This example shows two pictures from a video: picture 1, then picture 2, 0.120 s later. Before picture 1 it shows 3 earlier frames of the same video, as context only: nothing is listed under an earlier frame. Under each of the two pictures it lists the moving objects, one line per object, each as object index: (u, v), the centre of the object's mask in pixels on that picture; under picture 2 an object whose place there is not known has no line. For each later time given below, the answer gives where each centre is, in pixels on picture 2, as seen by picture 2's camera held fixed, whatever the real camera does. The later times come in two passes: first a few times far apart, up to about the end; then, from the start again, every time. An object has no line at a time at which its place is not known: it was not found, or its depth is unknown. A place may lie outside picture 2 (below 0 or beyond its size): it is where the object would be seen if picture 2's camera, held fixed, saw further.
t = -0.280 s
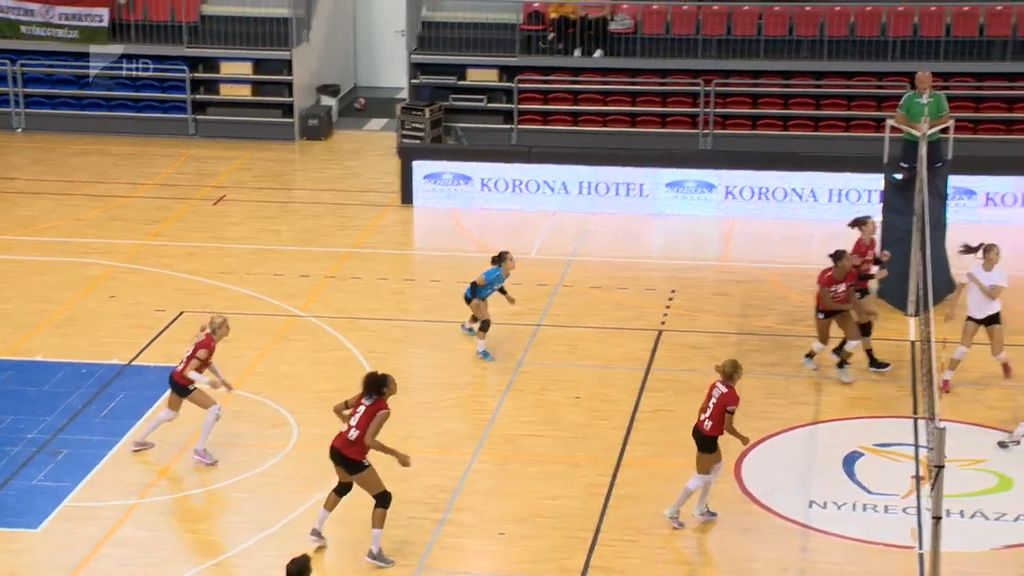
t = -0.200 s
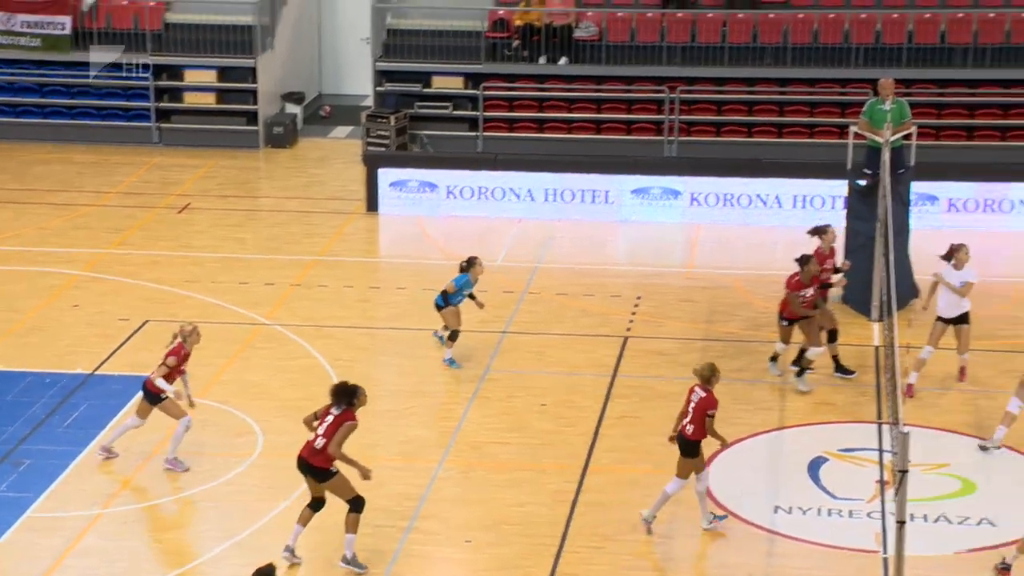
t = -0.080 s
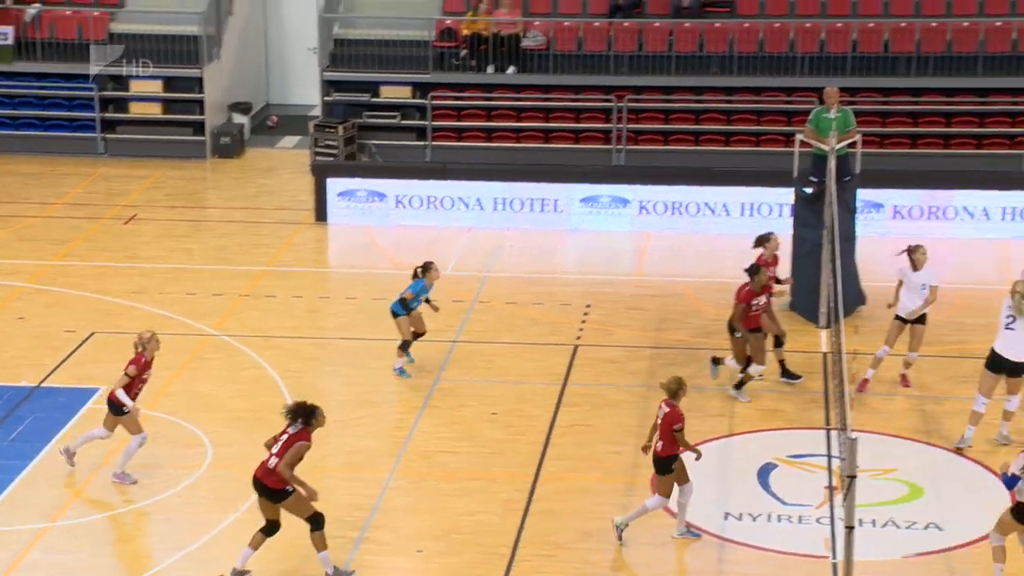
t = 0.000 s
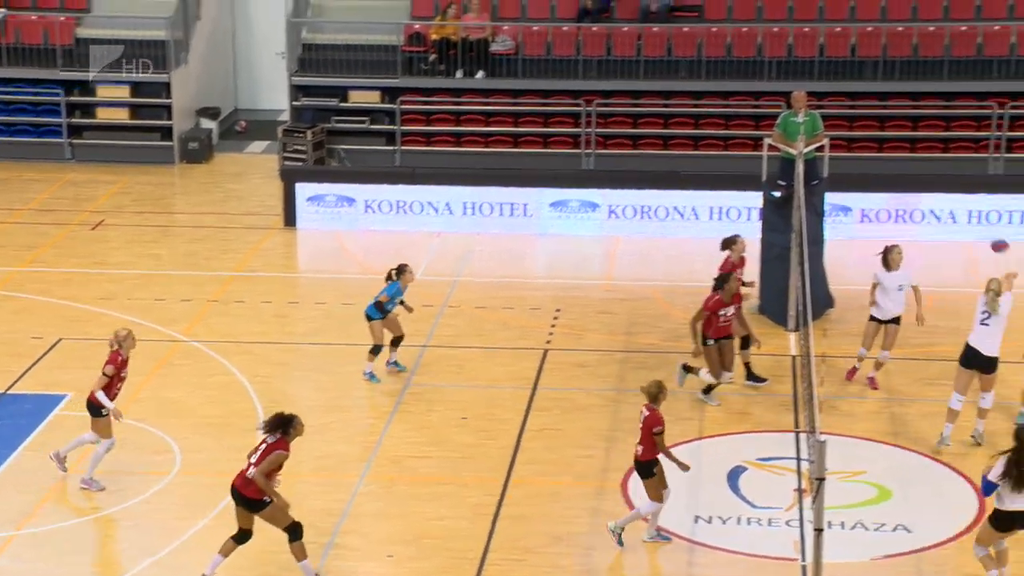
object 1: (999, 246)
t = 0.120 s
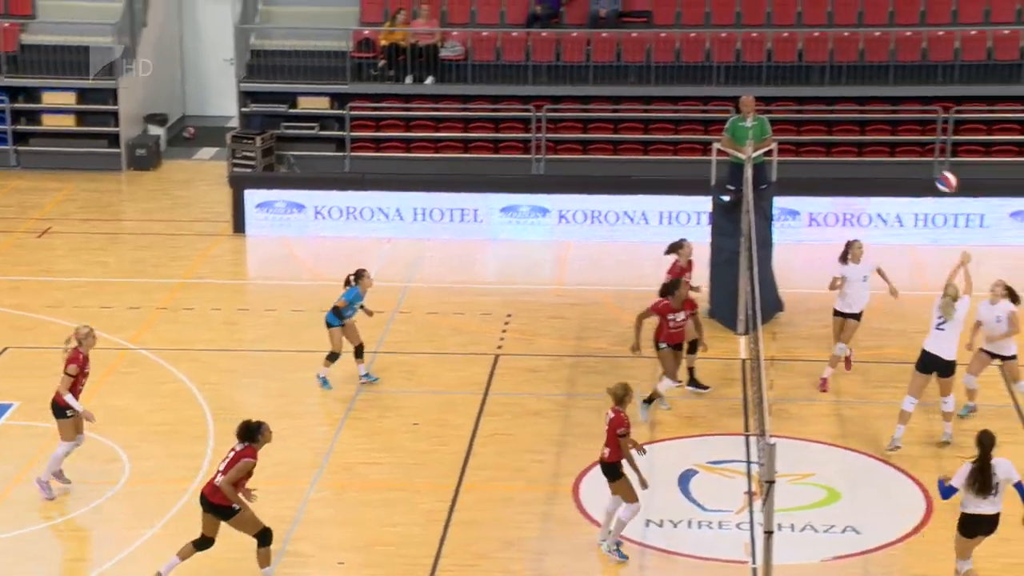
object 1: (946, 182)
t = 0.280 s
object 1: (947, 112)
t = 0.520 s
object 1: (940, 53)
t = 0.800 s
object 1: (928, 51)
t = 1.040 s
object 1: (915, 111)
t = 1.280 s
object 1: (900, 225)
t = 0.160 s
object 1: (947, 163)
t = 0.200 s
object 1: (948, 145)
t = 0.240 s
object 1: (946, 129)
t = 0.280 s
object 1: (947, 112)
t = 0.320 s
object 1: (945, 100)
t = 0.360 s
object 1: (944, 87)
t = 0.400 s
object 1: (943, 77)
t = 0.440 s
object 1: (943, 68)
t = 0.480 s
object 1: (942, 59)
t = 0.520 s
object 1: (940, 53)
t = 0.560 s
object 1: (939, 49)
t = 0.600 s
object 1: (938, 44)
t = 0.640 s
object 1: (936, 43)
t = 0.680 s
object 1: (935, 43)
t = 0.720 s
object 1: (932, 44)
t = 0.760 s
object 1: (931, 47)
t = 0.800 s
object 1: (928, 51)
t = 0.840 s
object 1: (926, 57)
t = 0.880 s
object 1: (924, 65)
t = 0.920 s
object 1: (922, 74)
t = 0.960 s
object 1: (920, 84)
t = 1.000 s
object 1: (918, 97)
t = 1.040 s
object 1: (915, 111)
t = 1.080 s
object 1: (913, 126)
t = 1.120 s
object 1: (910, 143)
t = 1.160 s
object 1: (907, 161)
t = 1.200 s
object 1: (905, 181)
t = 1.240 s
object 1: (902, 201)
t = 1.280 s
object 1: (900, 225)
